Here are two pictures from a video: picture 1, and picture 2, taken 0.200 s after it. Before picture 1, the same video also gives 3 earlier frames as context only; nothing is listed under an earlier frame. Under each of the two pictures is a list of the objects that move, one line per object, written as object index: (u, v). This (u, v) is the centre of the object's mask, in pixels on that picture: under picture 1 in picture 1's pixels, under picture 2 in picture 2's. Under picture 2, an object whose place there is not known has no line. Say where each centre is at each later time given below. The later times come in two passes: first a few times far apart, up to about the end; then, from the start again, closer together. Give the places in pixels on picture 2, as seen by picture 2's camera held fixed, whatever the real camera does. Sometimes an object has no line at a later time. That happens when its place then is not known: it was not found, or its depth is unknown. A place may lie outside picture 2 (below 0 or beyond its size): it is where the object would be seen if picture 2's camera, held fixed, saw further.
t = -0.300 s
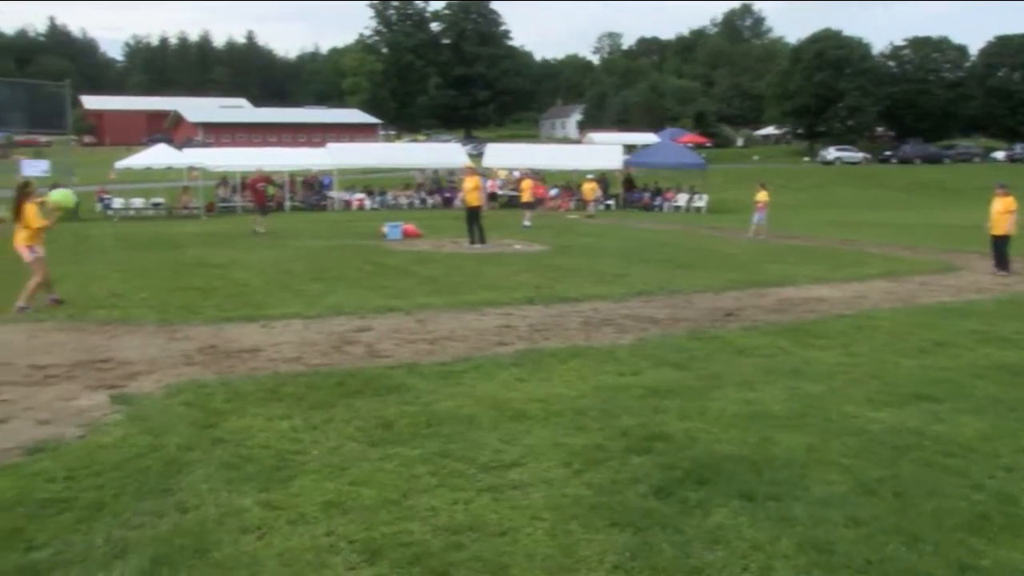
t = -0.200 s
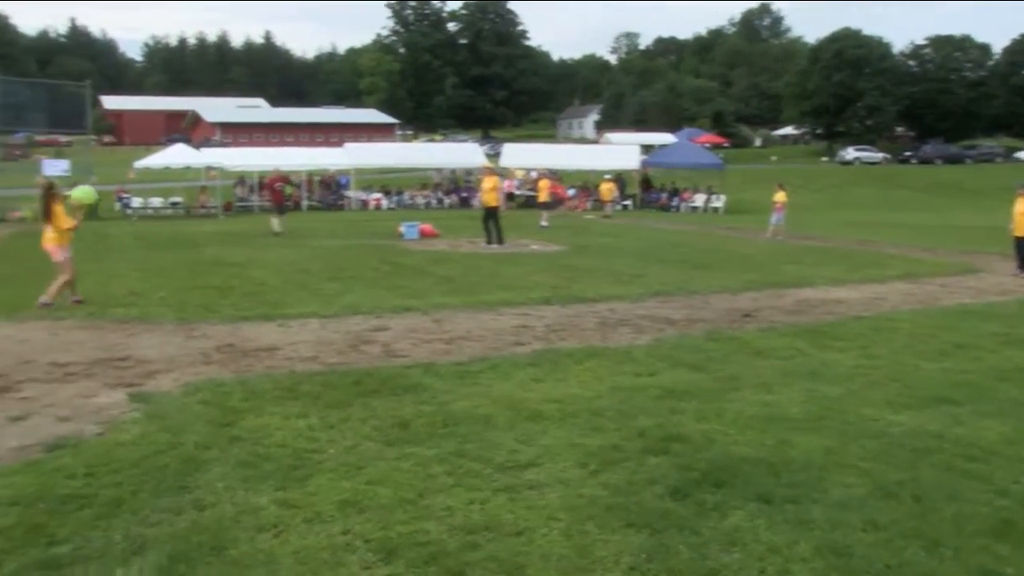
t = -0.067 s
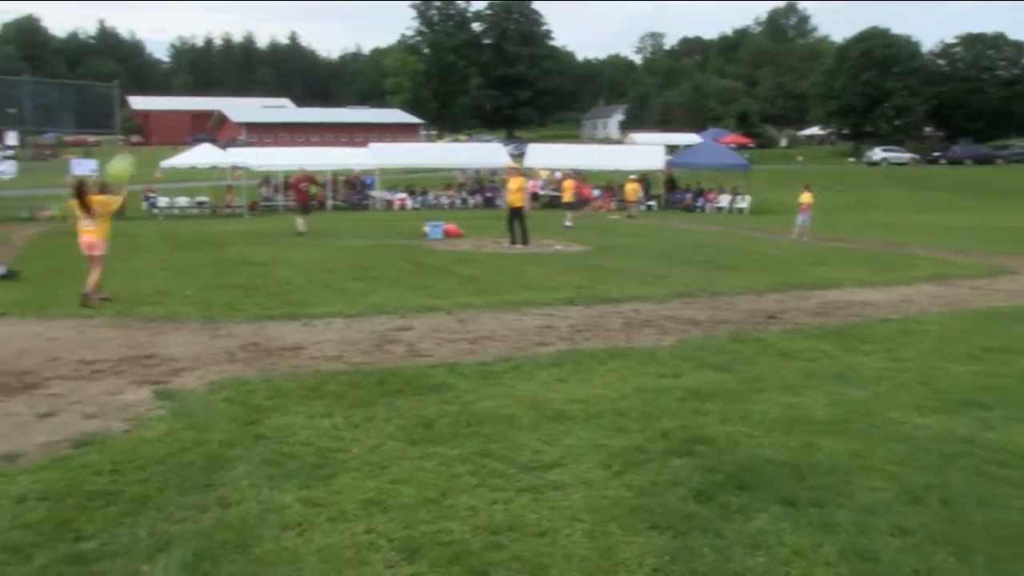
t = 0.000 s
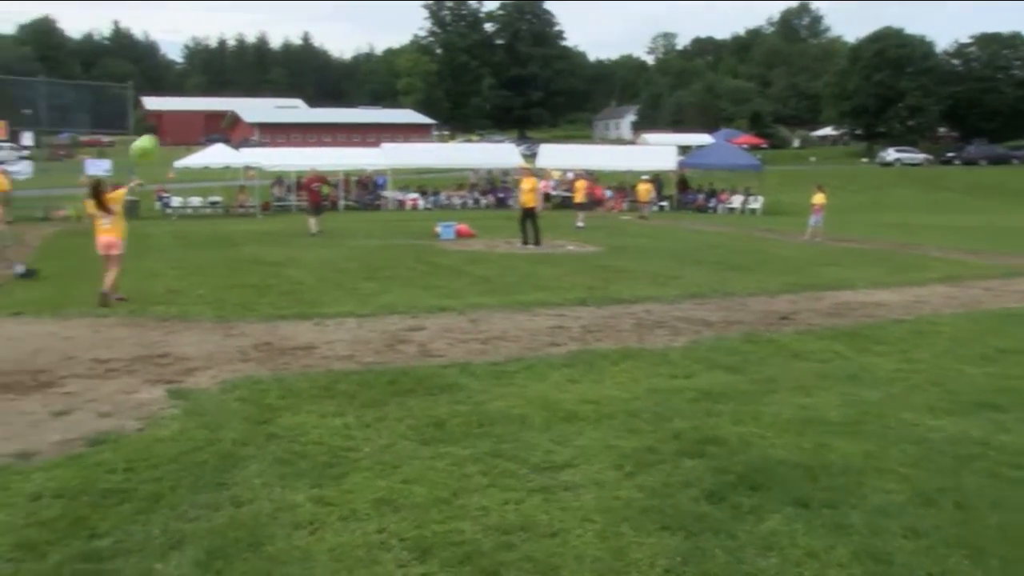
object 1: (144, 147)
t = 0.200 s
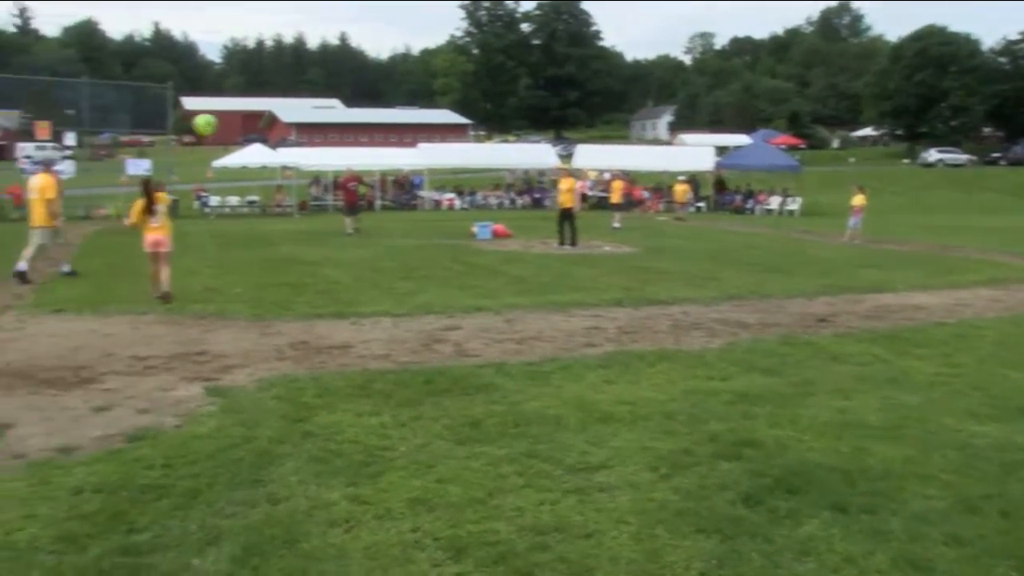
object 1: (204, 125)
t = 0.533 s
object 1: (233, 162)
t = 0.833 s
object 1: (251, 236)
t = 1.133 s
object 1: (261, 218)
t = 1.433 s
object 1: (262, 214)
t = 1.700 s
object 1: (263, 247)
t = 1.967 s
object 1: (269, 228)
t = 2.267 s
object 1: (277, 242)
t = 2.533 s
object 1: (280, 242)
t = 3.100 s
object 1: (295, 243)
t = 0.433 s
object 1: (228, 146)
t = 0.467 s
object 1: (229, 150)
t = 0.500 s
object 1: (230, 157)
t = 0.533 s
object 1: (233, 162)
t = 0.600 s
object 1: (239, 176)
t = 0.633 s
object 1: (241, 185)
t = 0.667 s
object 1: (244, 195)
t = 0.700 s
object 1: (245, 202)
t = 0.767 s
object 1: (248, 219)
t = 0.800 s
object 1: (250, 228)
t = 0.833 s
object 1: (251, 236)
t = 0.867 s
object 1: (252, 246)
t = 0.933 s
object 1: (254, 243)
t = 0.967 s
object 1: (256, 238)
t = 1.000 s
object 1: (257, 233)
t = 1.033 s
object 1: (258, 228)
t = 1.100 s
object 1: (261, 221)
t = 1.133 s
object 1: (261, 218)
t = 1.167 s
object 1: (261, 216)
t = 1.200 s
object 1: (261, 214)
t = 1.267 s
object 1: (260, 212)
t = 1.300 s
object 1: (260, 212)
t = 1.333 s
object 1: (260, 212)
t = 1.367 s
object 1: (261, 212)
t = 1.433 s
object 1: (262, 214)
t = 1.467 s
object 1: (262, 216)
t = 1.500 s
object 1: (262, 220)
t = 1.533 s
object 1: (263, 223)
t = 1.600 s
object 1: (262, 232)
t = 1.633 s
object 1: (263, 237)
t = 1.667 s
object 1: (263, 242)
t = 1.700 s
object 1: (263, 247)
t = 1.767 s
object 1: (265, 241)
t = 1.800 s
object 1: (266, 237)
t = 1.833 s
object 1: (266, 234)
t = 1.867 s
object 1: (266, 232)
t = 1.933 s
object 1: (267, 228)
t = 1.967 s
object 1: (269, 228)
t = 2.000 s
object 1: (269, 228)
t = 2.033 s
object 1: (270, 229)
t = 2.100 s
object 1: (273, 231)
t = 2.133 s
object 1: (273, 234)
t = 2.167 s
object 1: (275, 237)
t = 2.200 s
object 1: (275, 241)
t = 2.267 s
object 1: (277, 242)
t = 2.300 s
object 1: (277, 241)
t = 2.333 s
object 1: (277, 239)
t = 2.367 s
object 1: (278, 239)
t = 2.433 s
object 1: (278, 238)
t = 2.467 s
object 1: (279, 239)
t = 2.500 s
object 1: (279, 240)
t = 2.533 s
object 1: (280, 242)
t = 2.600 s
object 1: (281, 242)
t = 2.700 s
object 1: (283, 243)
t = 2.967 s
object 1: (290, 242)
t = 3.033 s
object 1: (292, 242)
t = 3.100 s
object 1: (295, 243)
